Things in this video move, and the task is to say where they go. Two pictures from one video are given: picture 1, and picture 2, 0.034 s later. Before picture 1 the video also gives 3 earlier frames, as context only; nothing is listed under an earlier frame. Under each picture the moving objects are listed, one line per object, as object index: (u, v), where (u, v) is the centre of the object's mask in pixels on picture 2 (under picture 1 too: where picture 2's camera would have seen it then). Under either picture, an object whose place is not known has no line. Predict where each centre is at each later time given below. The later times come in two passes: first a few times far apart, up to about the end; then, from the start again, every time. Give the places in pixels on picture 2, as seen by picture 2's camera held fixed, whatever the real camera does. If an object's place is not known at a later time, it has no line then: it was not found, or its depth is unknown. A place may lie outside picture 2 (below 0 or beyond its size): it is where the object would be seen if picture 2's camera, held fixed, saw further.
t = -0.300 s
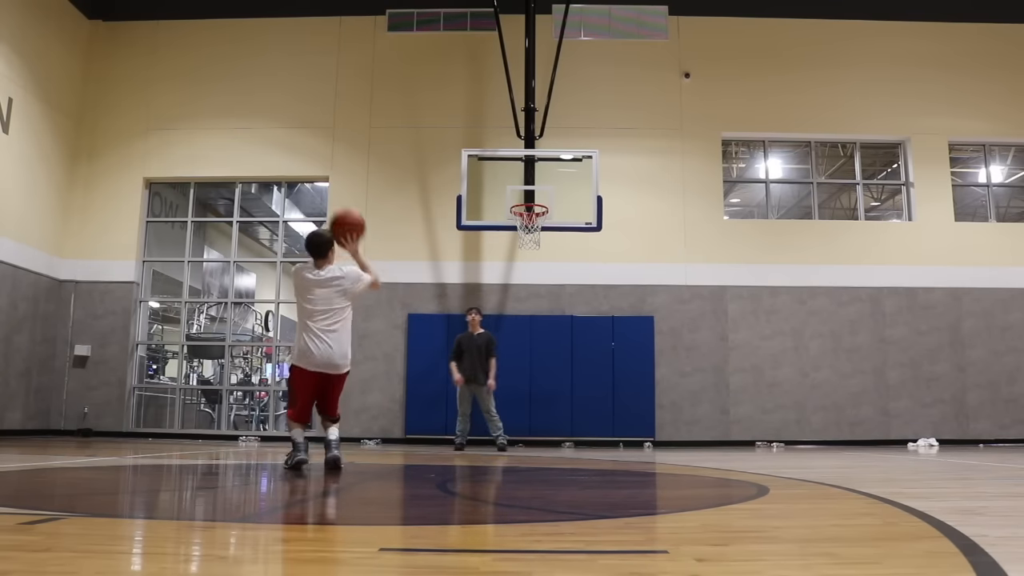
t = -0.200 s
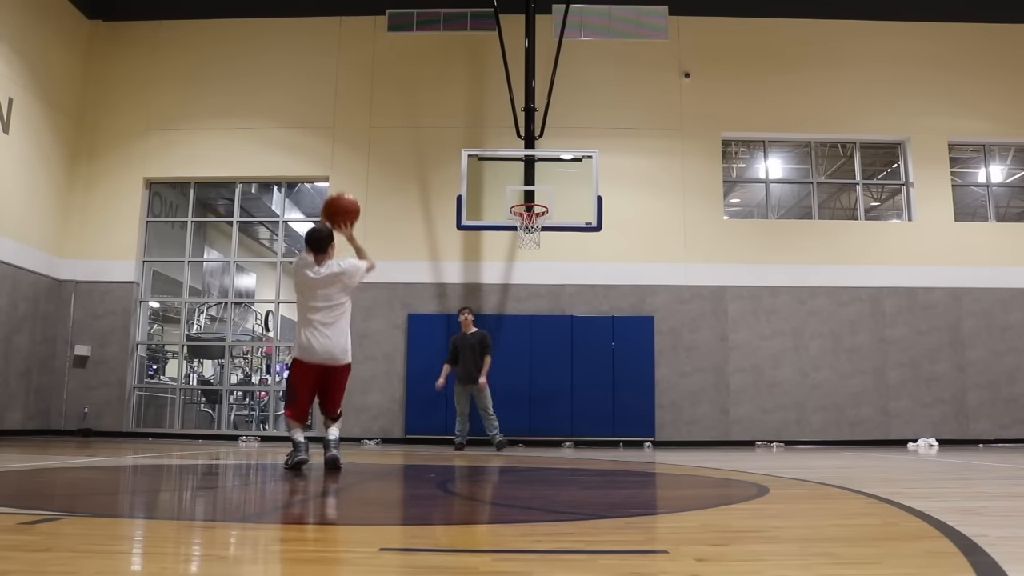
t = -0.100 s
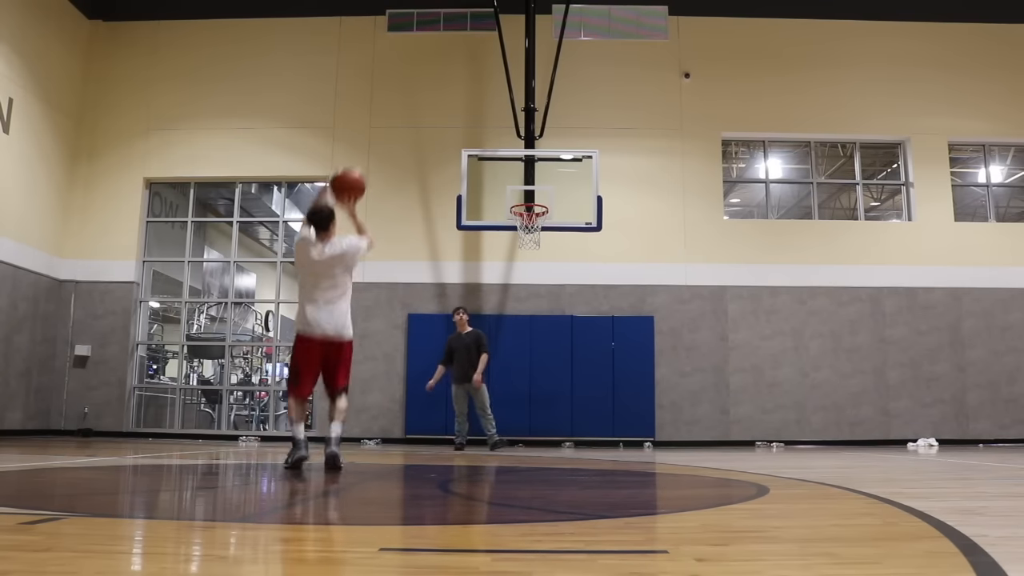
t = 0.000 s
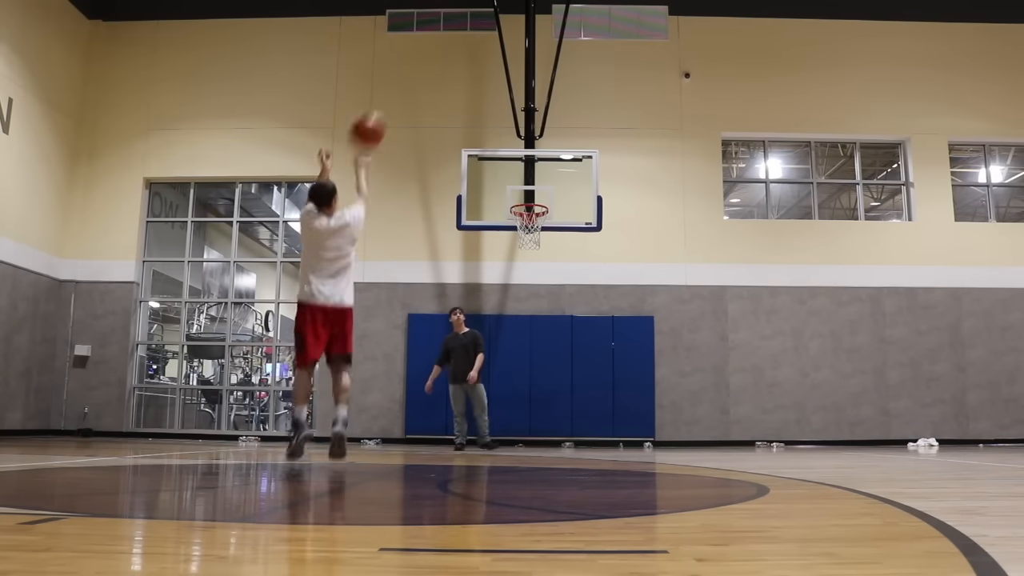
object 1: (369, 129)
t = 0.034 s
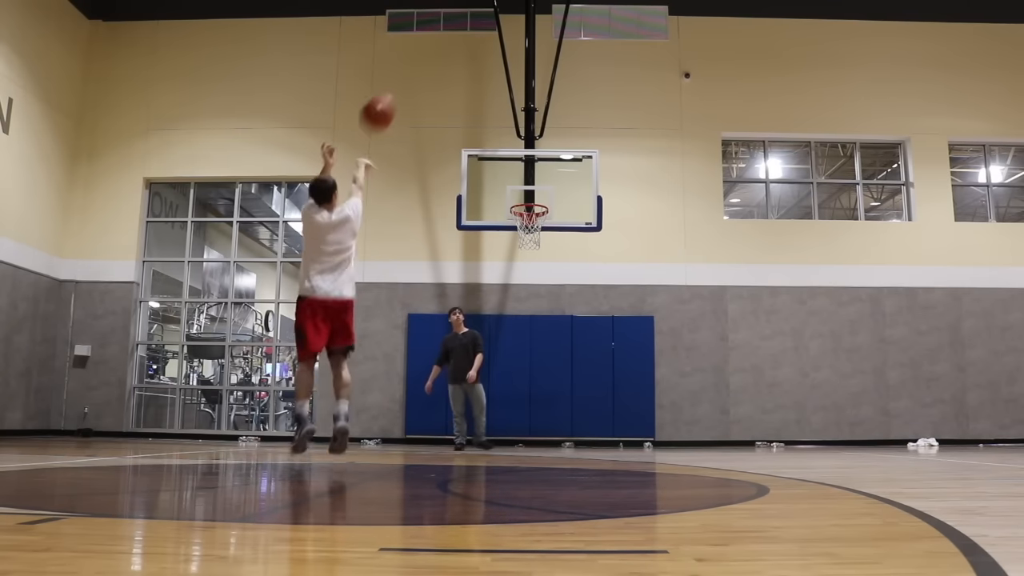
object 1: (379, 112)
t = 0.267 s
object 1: (433, 47)
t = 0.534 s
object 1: (475, 51)
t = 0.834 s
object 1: (509, 119)
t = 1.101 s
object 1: (533, 217)
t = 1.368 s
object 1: (533, 260)
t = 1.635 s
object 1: (532, 342)
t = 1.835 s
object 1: (530, 437)
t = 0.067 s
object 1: (388, 97)
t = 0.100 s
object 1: (396, 84)
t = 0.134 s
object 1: (405, 73)
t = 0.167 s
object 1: (412, 64)
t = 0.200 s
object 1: (420, 57)
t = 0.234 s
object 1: (427, 51)
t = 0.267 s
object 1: (433, 47)
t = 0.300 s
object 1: (439, 44)
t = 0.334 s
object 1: (445, 41)
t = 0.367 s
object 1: (450, 41)
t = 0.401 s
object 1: (456, 41)
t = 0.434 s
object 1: (461, 42)
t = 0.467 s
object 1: (466, 44)
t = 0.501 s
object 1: (470, 47)
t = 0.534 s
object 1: (475, 51)
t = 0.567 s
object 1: (479, 56)
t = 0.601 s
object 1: (483, 61)
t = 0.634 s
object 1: (487, 67)
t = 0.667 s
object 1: (491, 74)
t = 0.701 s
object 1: (495, 82)
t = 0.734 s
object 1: (499, 90)
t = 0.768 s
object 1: (502, 99)
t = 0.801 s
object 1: (505, 109)
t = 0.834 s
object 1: (509, 119)
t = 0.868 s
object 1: (512, 129)
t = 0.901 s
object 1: (515, 140)
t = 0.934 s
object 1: (519, 152)
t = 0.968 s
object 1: (522, 165)
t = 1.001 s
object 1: (525, 176)
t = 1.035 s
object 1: (528, 191)
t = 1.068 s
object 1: (530, 201)
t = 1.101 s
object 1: (533, 217)
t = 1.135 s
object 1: (534, 228)
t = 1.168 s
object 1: (535, 233)
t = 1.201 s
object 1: (534, 236)
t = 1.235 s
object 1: (534, 239)
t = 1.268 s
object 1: (534, 242)
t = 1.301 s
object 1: (534, 247)
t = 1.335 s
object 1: (534, 253)
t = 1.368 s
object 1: (533, 260)
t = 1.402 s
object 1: (533, 267)
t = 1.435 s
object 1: (533, 275)
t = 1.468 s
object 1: (533, 285)
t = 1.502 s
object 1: (532, 295)
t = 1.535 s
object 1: (532, 305)
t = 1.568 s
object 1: (532, 318)
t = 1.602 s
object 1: (533, 329)
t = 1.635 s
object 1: (532, 342)
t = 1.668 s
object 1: (531, 356)
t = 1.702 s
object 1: (531, 370)
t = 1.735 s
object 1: (531, 386)
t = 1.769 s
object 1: (530, 403)
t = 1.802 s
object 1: (530, 420)
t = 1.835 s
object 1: (530, 437)
